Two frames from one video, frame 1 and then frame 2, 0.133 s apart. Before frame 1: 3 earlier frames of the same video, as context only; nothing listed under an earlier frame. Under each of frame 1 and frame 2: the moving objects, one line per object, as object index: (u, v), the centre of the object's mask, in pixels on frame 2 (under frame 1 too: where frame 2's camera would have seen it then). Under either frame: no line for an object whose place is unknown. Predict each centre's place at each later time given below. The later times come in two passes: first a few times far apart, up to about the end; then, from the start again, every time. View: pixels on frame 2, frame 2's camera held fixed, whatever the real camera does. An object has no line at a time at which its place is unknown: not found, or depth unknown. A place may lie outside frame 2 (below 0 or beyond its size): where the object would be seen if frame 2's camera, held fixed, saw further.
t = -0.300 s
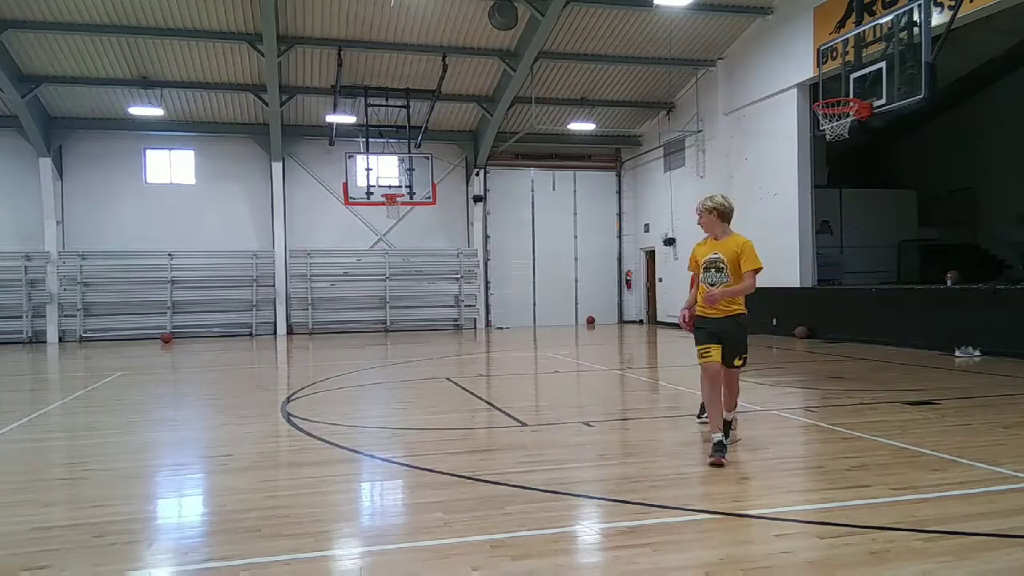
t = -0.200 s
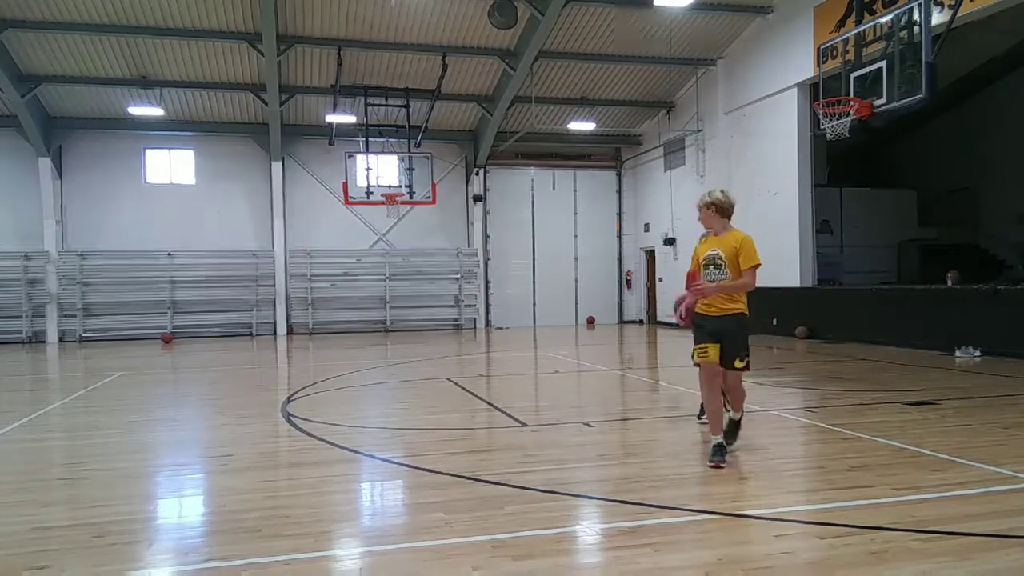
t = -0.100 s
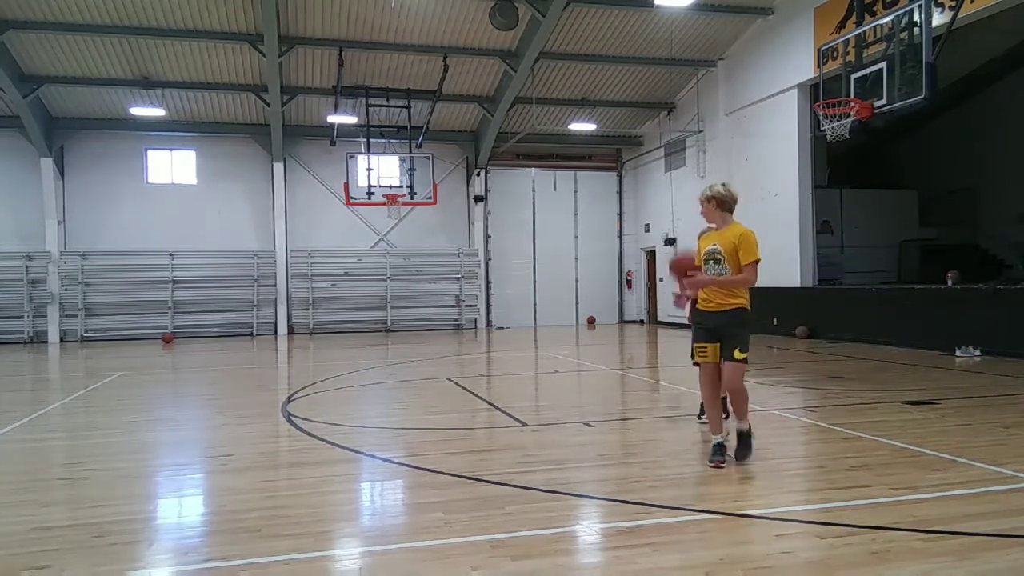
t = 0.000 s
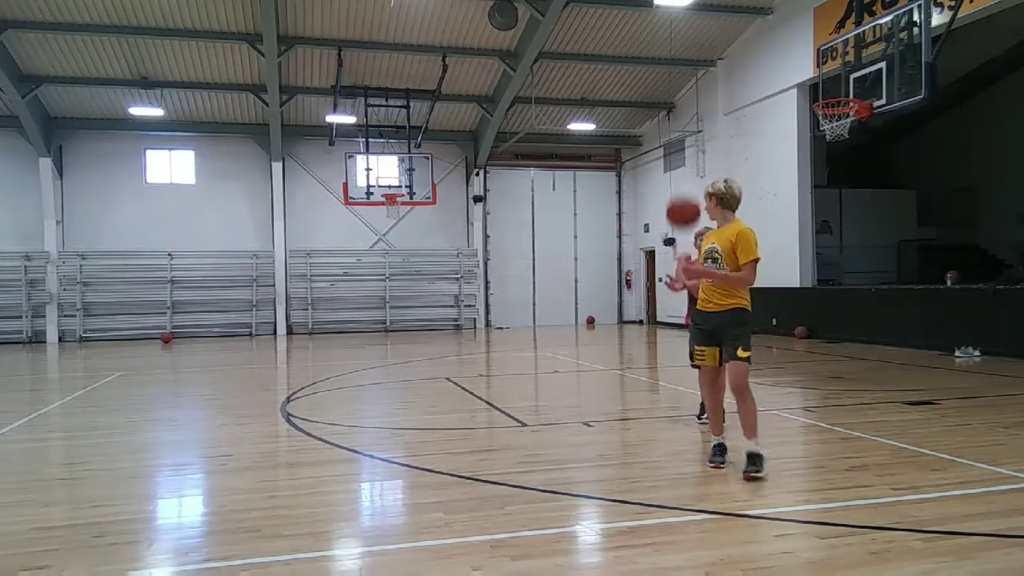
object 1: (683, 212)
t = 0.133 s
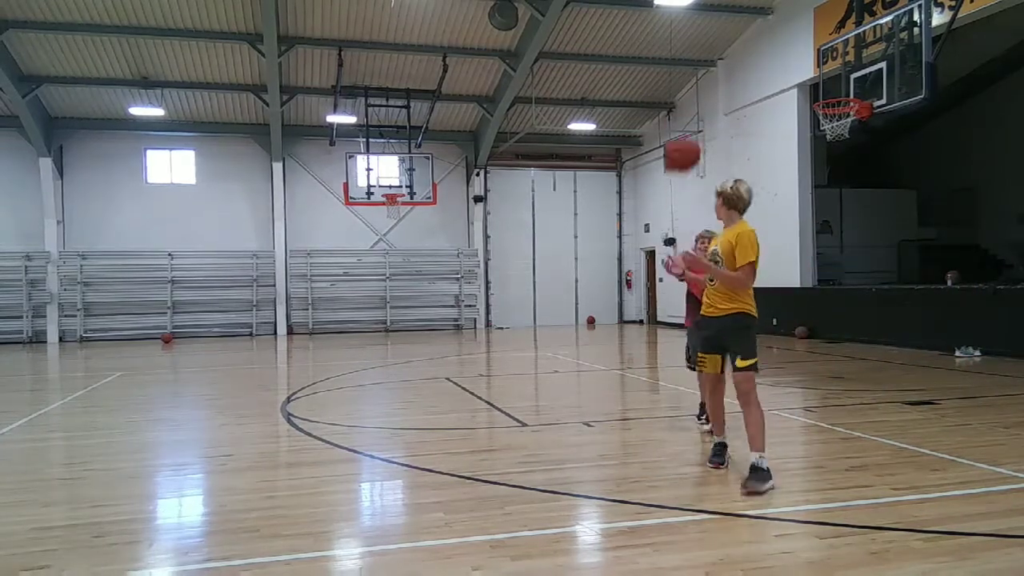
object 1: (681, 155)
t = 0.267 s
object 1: (679, 116)
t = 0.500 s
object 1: (676, 111)
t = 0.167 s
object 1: (682, 143)
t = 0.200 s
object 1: (681, 133)
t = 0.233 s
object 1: (680, 122)
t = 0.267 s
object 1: (679, 116)
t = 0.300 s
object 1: (679, 109)
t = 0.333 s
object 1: (678, 106)
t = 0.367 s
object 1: (678, 103)
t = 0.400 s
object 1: (678, 102)
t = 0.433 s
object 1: (678, 103)
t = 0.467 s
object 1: (677, 105)
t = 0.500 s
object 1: (676, 111)
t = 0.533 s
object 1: (676, 117)
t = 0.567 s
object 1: (675, 127)
